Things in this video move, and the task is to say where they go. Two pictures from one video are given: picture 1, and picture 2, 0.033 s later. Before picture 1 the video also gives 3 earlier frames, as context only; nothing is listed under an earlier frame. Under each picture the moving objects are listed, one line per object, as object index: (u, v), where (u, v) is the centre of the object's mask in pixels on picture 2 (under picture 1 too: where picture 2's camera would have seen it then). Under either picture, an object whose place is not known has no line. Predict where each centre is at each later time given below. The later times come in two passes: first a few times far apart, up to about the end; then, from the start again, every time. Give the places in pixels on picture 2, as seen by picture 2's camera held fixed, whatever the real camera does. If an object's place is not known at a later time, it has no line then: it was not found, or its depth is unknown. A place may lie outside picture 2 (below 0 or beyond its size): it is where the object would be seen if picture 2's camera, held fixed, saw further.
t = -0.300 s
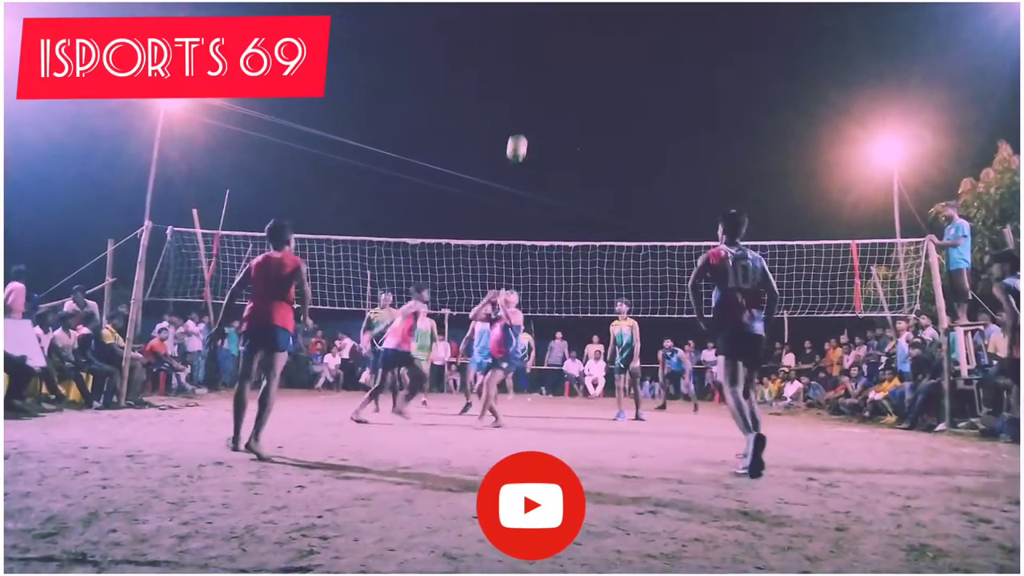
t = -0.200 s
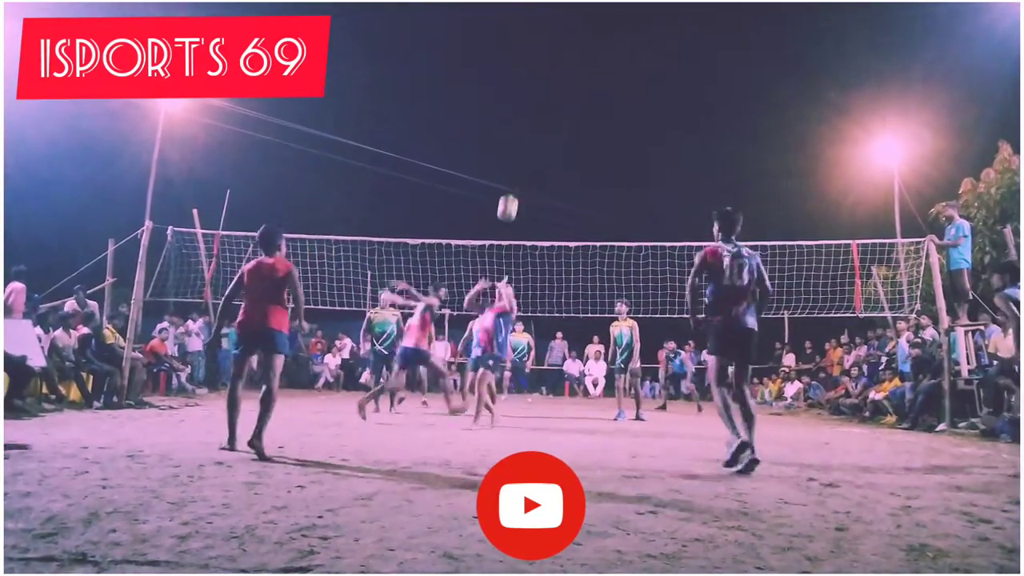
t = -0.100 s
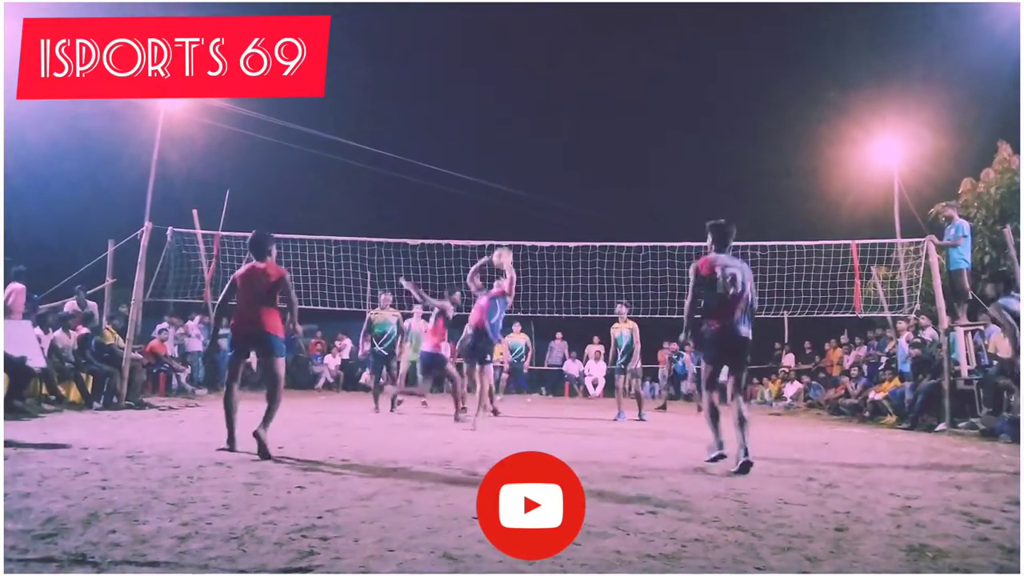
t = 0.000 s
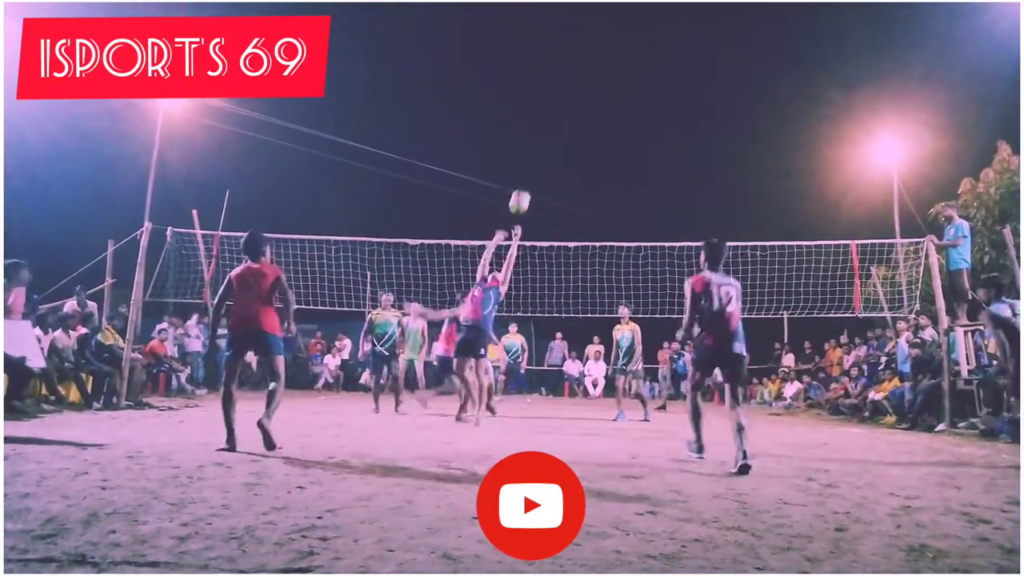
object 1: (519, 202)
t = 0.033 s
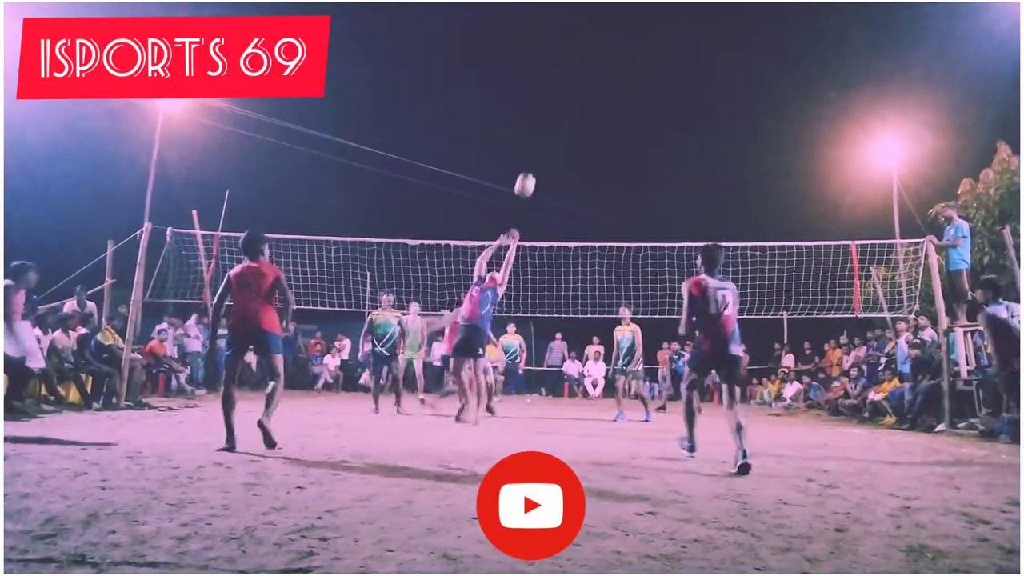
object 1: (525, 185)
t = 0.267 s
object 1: (561, 94)
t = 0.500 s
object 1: (591, 50)
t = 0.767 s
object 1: (623, 53)
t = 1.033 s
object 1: (653, 110)
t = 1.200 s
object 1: (670, 171)
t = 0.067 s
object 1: (530, 168)
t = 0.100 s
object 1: (536, 154)
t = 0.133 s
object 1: (541, 140)
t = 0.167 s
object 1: (546, 127)
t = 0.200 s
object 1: (551, 115)
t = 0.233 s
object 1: (556, 104)
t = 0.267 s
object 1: (561, 94)
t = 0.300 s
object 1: (566, 85)
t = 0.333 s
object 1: (570, 77)
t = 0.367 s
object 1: (574, 69)
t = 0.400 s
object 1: (578, 63)
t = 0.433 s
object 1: (583, 58)
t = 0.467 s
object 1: (587, 54)
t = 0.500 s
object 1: (591, 50)
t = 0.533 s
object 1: (595, 48)
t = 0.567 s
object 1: (599, 46)
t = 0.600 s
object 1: (603, 46)
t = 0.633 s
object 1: (608, 45)
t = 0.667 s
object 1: (612, 46)
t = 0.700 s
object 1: (616, 47)
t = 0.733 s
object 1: (619, 50)
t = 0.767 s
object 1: (623, 53)
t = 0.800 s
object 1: (626, 57)
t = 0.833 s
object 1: (630, 62)
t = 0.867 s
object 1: (634, 68)
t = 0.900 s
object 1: (638, 76)
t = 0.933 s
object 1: (641, 83)
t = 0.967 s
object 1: (645, 92)
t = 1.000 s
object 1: (649, 101)
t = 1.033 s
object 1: (653, 110)
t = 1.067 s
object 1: (656, 120)
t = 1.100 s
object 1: (659, 132)
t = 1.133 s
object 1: (663, 144)
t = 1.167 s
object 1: (666, 157)
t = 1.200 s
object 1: (670, 171)
